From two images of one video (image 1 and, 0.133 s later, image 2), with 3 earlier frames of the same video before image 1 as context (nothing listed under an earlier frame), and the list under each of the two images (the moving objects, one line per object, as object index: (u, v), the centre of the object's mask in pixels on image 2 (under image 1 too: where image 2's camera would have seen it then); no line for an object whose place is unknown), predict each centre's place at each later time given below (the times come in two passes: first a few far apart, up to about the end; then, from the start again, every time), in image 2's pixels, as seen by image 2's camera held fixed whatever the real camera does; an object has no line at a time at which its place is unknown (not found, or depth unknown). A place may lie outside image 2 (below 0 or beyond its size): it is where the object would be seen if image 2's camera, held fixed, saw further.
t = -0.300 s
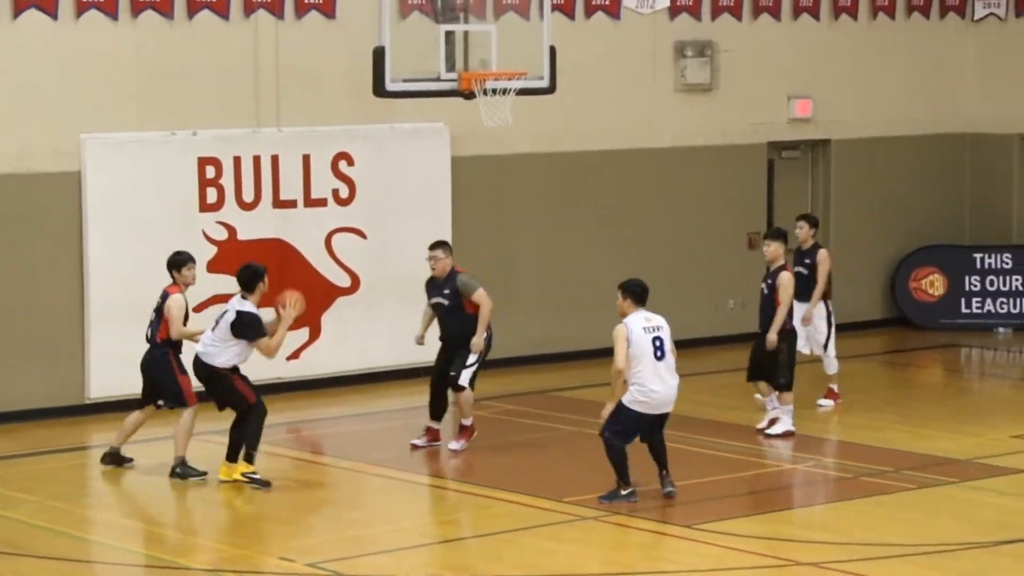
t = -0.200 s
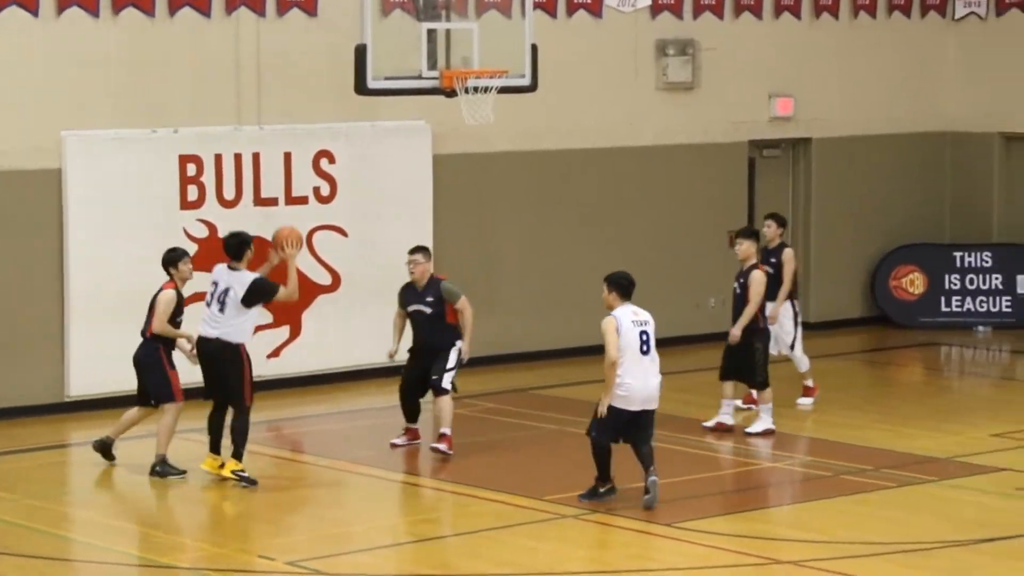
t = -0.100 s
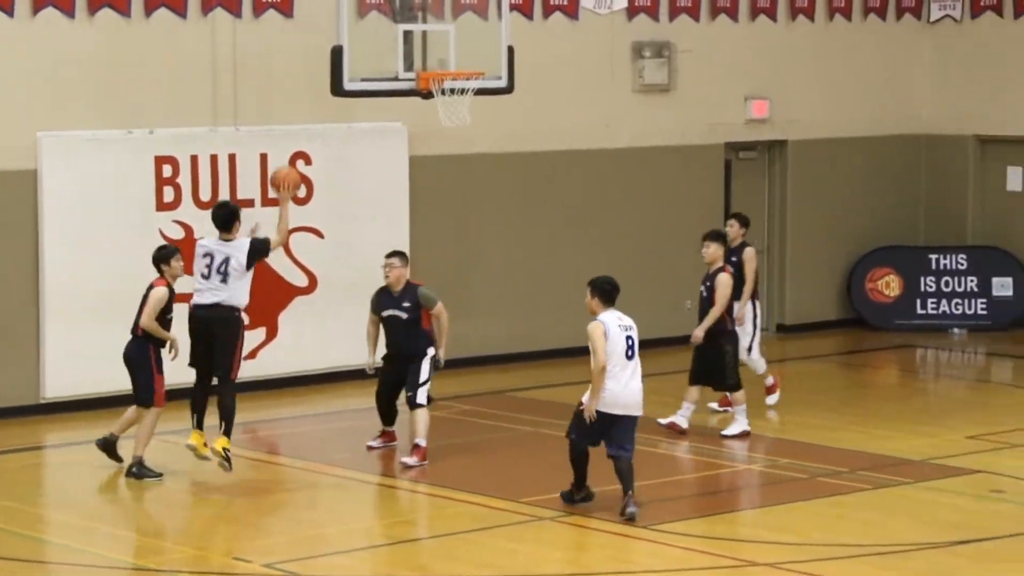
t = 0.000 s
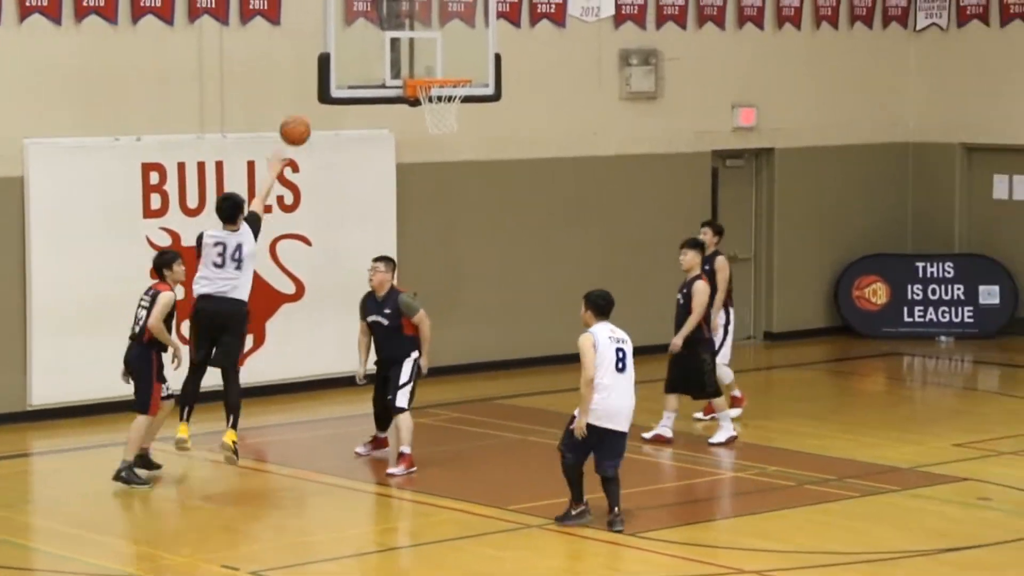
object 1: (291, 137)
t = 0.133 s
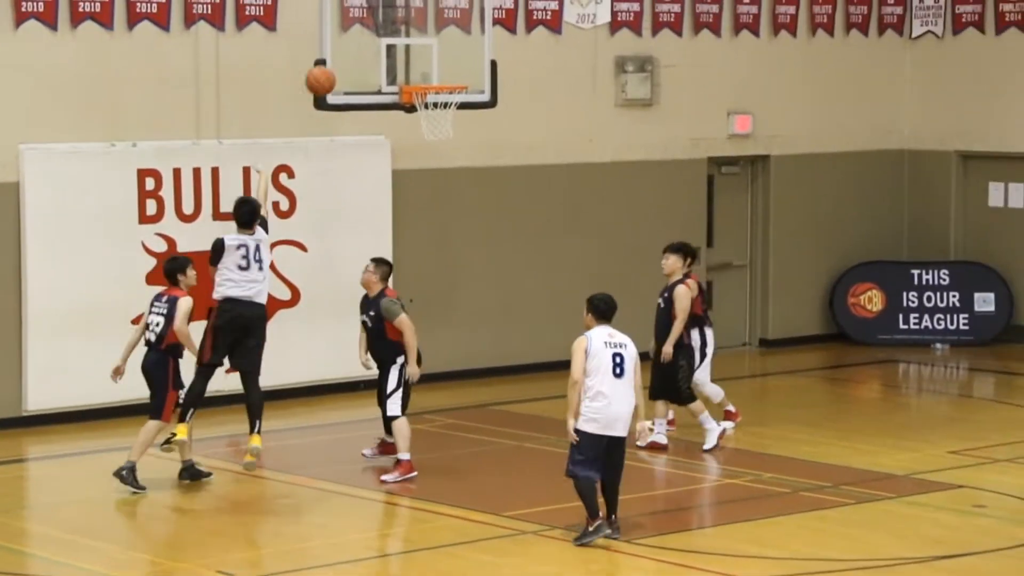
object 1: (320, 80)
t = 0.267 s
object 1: (349, 49)
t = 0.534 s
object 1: (401, 52)
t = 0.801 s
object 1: (461, 108)
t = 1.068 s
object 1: (428, 127)
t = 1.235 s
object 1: (414, 152)
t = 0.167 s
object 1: (327, 71)
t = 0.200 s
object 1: (335, 62)
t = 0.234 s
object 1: (342, 55)
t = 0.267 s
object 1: (349, 49)
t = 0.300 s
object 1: (356, 44)
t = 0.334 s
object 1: (363, 42)
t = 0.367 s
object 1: (369, 41)
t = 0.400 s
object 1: (376, 40)
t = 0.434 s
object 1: (382, 41)
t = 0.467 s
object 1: (389, 43)
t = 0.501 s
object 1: (395, 47)
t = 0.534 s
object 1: (401, 52)
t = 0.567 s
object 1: (410, 58)
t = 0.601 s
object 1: (421, 66)
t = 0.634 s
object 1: (431, 74)
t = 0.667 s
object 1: (441, 79)
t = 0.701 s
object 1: (449, 93)
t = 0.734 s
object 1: (456, 102)
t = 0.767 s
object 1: (460, 106)
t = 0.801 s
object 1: (461, 108)
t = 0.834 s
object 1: (458, 109)
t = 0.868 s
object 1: (454, 108)
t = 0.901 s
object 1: (450, 108)
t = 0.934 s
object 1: (446, 109)
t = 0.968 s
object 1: (439, 109)
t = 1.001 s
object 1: (435, 113)
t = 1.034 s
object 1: (433, 124)
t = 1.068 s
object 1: (428, 127)
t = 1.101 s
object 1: (424, 130)
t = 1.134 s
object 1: (421, 133)
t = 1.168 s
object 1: (419, 136)
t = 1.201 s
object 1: (416, 143)
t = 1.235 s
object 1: (414, 152)
